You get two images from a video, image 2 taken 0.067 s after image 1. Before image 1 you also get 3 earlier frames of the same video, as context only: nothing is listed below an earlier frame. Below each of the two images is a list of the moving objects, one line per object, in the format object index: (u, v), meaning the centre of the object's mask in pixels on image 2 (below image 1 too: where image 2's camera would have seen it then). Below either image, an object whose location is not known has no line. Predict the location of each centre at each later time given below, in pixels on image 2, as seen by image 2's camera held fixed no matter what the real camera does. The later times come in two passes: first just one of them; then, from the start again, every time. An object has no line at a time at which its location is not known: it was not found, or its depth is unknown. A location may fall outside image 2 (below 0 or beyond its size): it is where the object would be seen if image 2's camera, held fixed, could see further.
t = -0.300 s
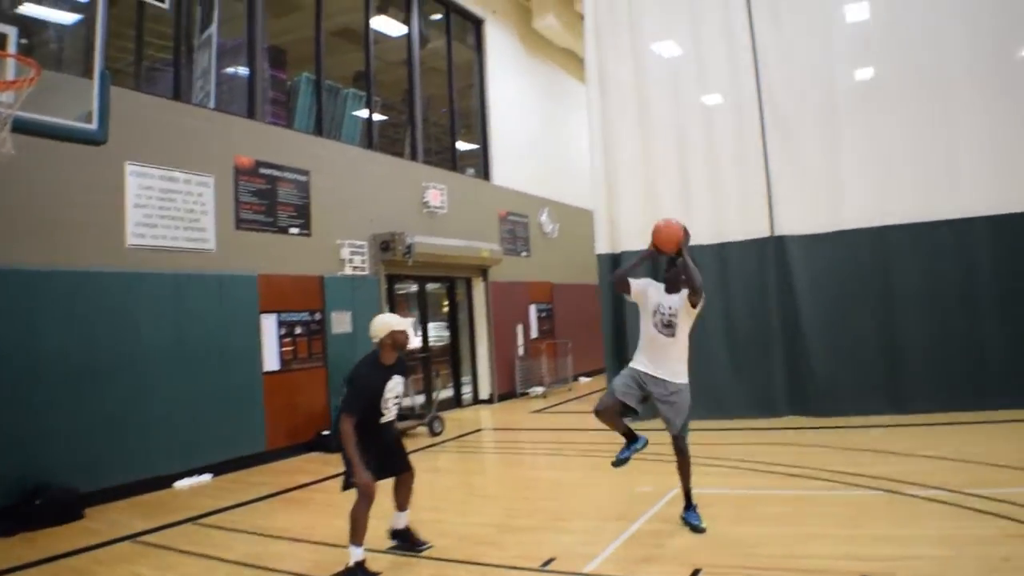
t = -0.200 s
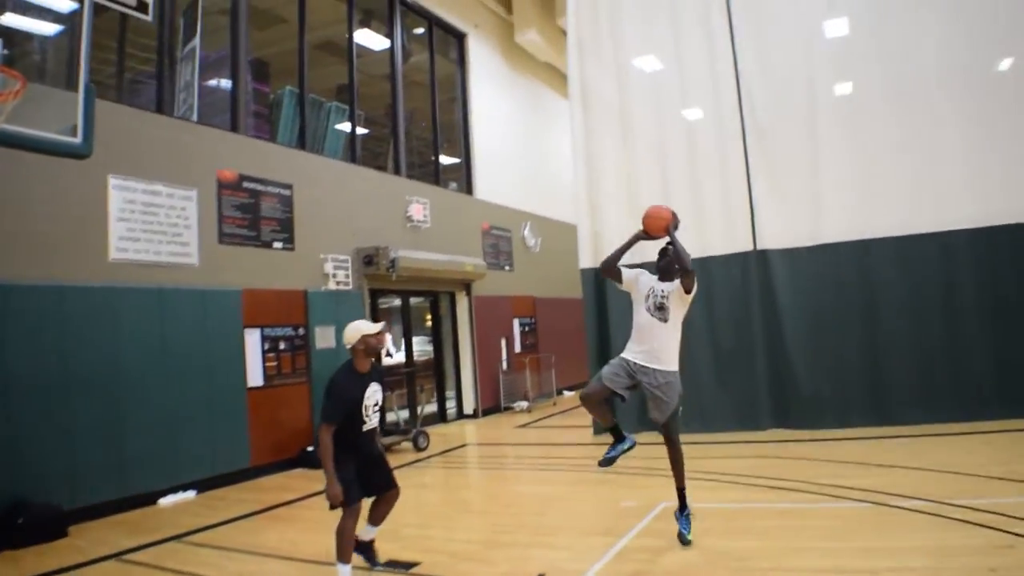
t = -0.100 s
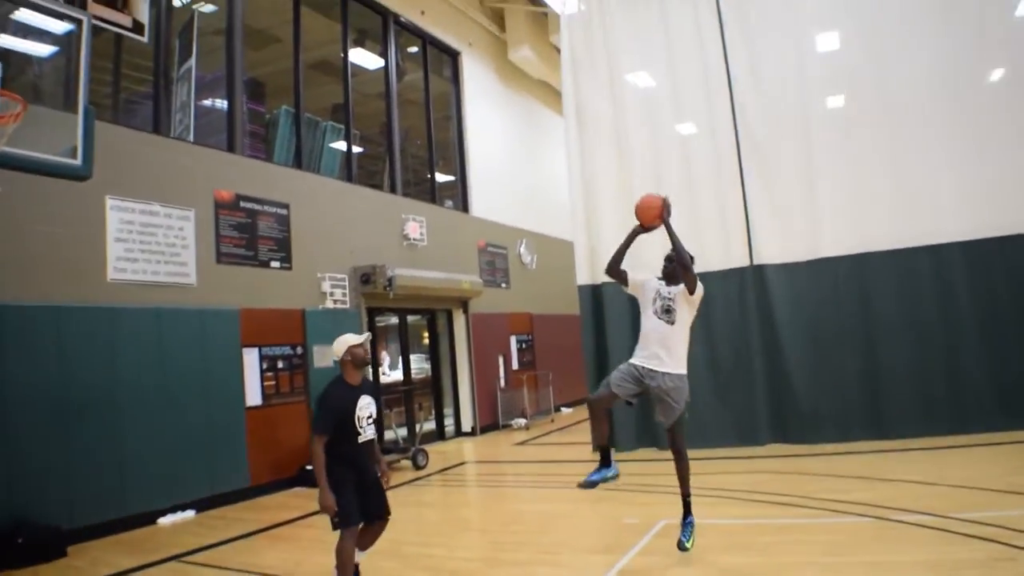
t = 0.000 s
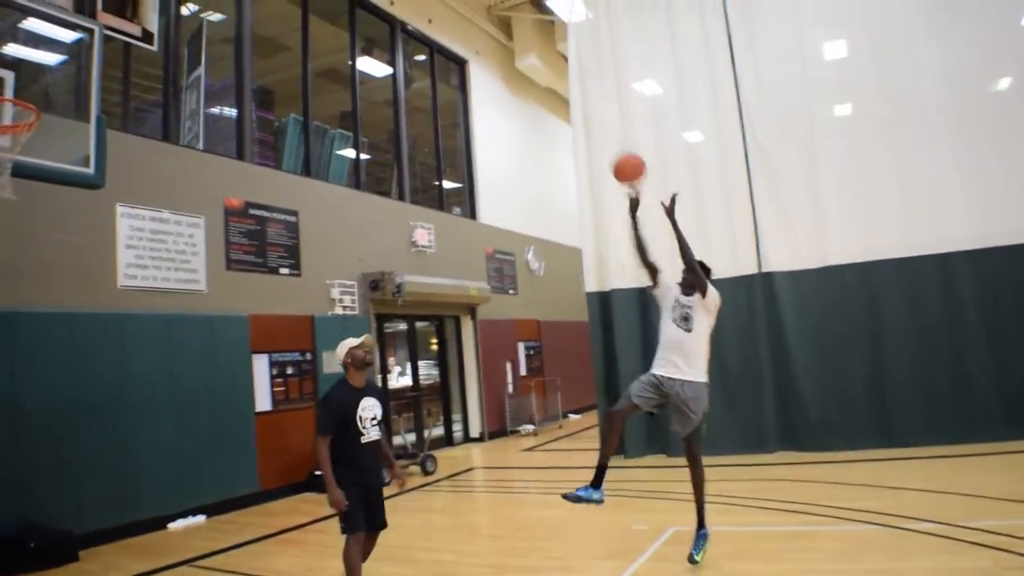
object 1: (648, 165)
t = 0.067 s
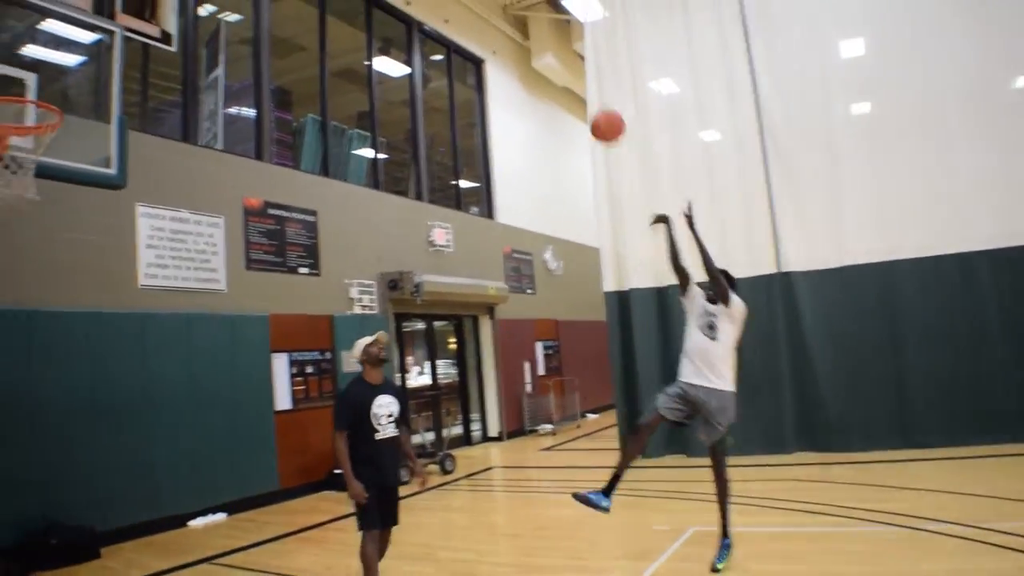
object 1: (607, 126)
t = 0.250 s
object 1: (495, 41)
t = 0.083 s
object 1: (597, 117)
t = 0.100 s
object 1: (588, 108)
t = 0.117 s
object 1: (577, 100)
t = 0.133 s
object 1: (567, 92)
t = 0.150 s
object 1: (557, 83)
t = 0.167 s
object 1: (546, 76)
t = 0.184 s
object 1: (537, 69)
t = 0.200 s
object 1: (526, 61)
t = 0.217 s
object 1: (517, 54)
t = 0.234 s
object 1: (505, 47)
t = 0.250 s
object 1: (495, 41)
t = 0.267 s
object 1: (485, 36)
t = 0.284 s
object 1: (474, 31)
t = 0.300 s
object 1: (463, 27)
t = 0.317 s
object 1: (453, 22)
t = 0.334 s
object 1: (442, 18)
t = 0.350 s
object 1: (431, 14)
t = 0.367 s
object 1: (419, 12)
